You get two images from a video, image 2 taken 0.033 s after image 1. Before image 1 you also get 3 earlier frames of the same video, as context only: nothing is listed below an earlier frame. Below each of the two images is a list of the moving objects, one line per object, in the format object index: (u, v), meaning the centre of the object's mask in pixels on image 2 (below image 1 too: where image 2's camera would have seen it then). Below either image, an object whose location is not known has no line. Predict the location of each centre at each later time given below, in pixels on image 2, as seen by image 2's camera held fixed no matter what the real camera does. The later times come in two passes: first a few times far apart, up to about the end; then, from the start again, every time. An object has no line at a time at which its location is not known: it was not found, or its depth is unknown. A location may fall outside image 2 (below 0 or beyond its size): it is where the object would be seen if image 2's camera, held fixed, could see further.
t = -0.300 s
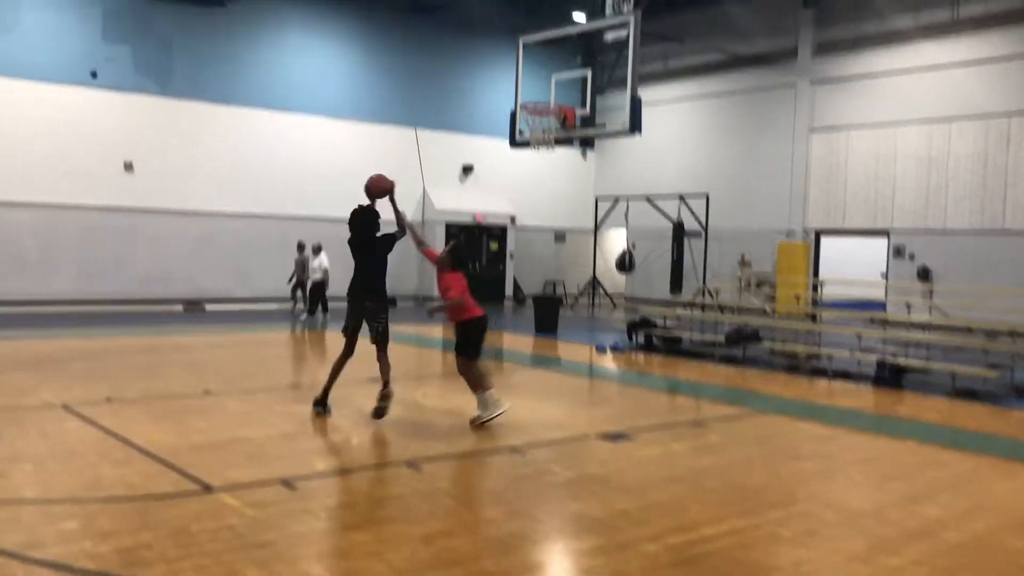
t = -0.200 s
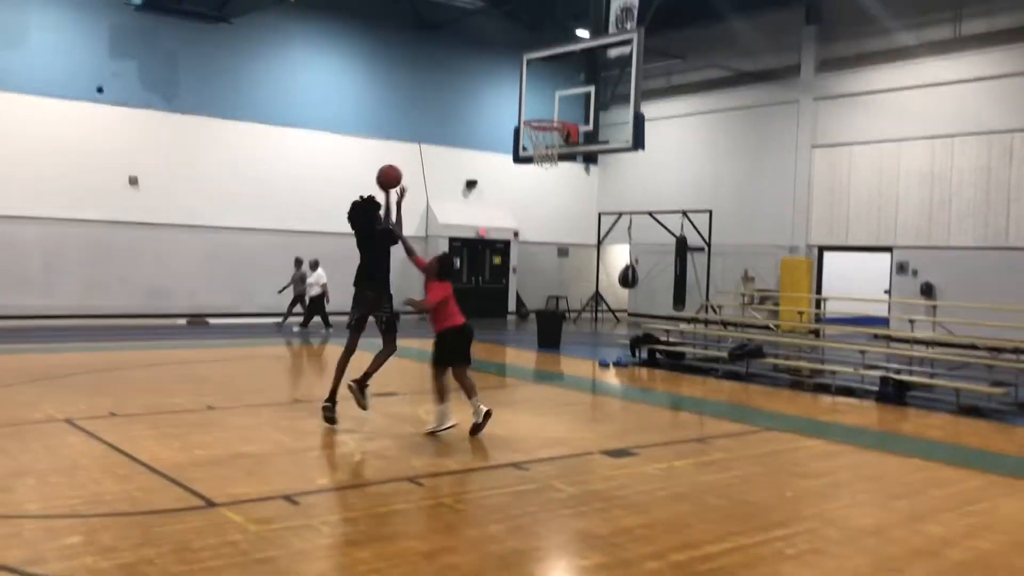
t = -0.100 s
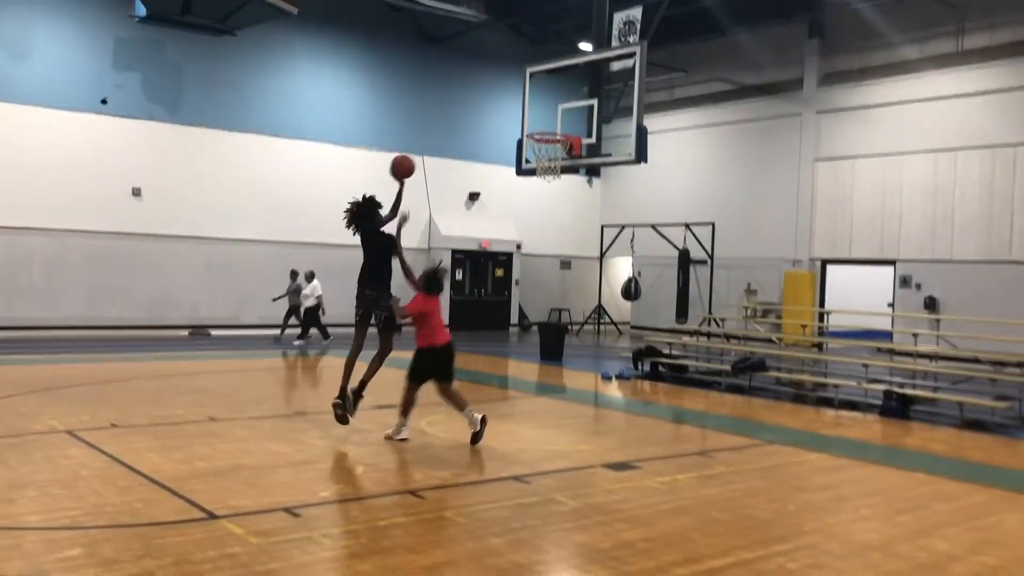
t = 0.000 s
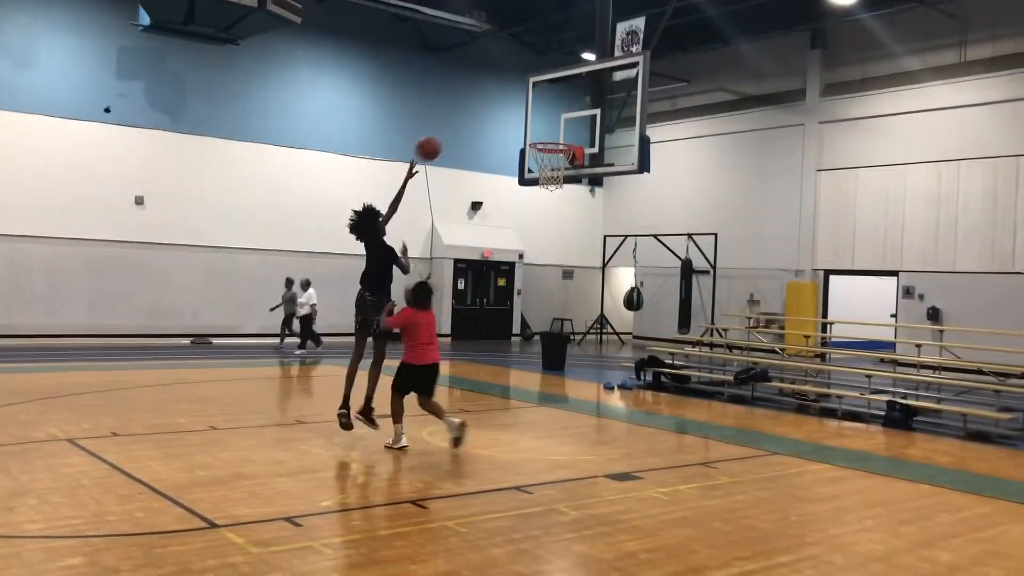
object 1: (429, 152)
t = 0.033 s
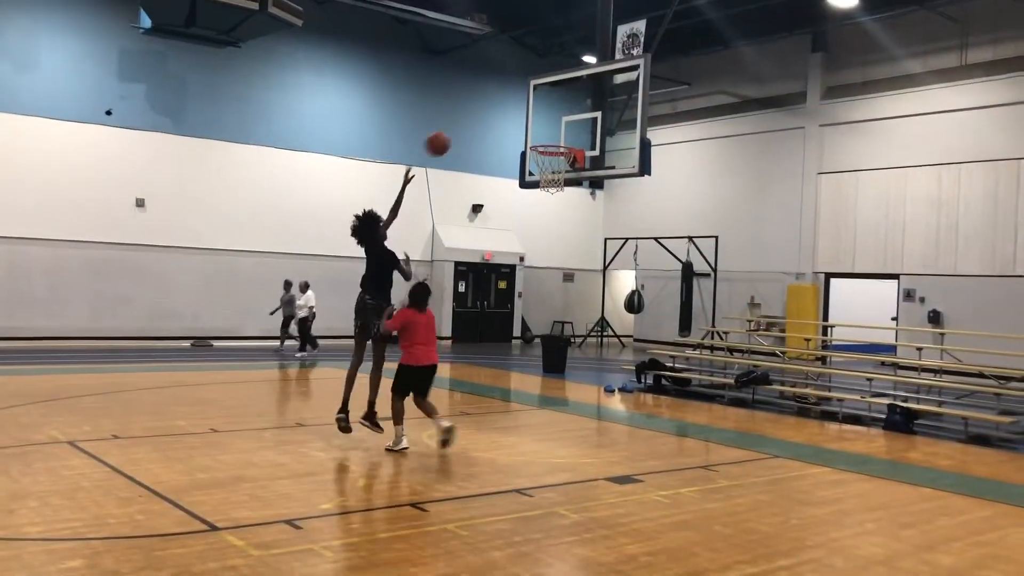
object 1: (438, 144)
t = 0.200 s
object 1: (478, 125)
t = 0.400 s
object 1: (522, 137)
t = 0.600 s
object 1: (509, 128)
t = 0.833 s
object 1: (489, 158)
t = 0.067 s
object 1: (446, 138)
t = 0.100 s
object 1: (454, 134)
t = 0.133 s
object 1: (462, 130)
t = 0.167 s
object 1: (470, 126)
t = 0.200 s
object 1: (478, 125)
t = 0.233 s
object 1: (486, 124)
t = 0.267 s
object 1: (493, 125)
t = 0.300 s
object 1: (500, 126)
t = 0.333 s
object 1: (507, 129)
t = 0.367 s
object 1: (514, 133)
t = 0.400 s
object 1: (522, 137)
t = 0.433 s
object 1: (522, 136)
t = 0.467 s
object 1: (519, 132)
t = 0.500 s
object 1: (517, 130)
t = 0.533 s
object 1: (514, 128)
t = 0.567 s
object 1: (512, 127)
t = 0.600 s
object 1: (509, 128)
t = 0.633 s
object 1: (506, 129)
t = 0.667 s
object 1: (504, 132)
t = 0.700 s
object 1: (501, 135)
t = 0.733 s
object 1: (498, 139)
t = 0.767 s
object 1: (495, 145)
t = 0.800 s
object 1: (492, 151)
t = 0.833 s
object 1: (489, 158)
